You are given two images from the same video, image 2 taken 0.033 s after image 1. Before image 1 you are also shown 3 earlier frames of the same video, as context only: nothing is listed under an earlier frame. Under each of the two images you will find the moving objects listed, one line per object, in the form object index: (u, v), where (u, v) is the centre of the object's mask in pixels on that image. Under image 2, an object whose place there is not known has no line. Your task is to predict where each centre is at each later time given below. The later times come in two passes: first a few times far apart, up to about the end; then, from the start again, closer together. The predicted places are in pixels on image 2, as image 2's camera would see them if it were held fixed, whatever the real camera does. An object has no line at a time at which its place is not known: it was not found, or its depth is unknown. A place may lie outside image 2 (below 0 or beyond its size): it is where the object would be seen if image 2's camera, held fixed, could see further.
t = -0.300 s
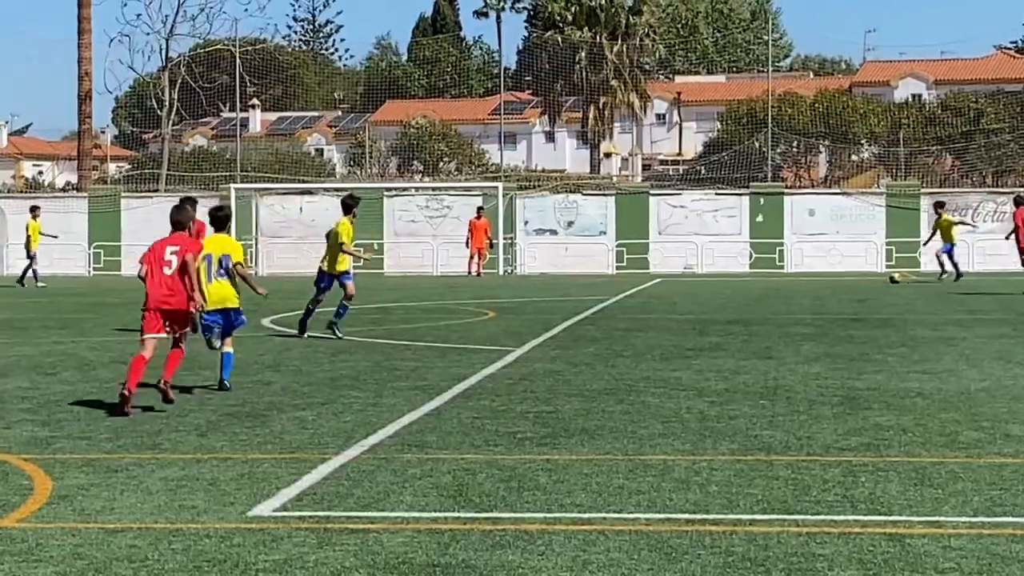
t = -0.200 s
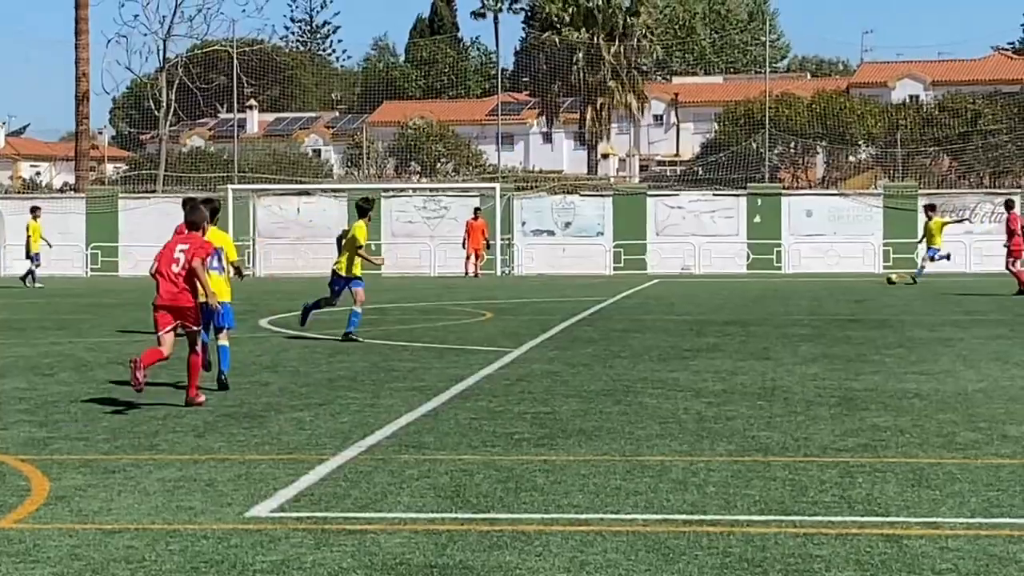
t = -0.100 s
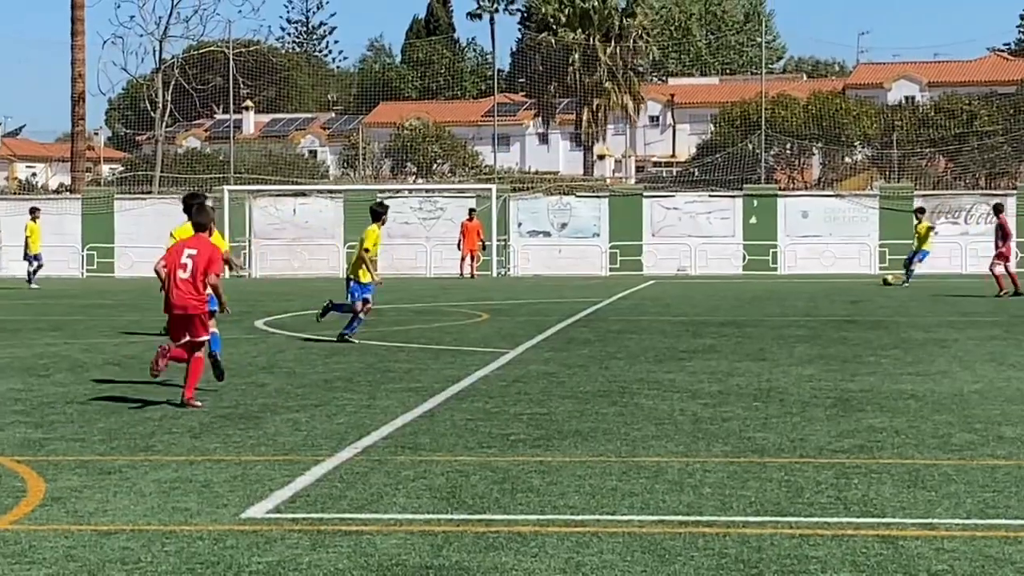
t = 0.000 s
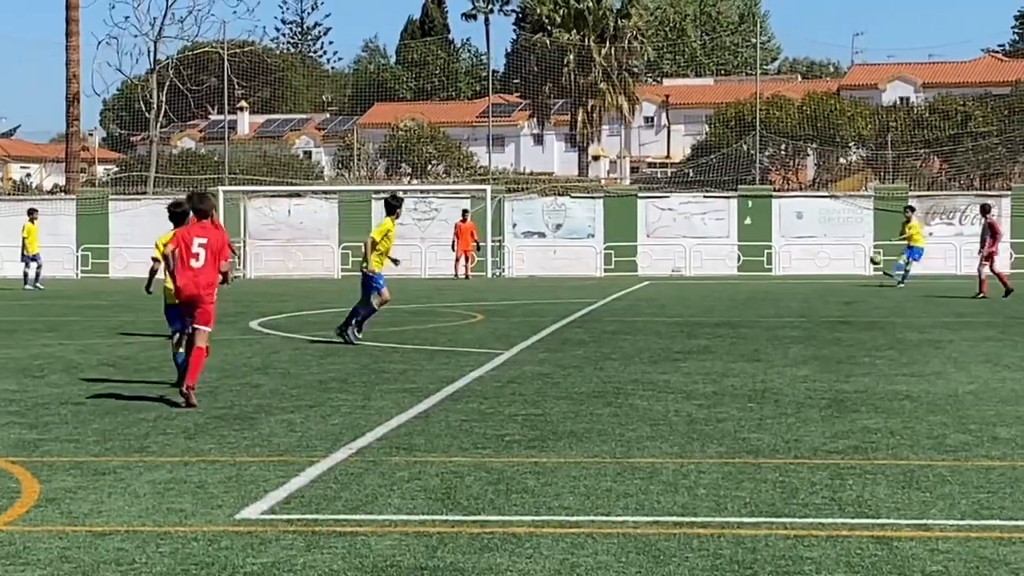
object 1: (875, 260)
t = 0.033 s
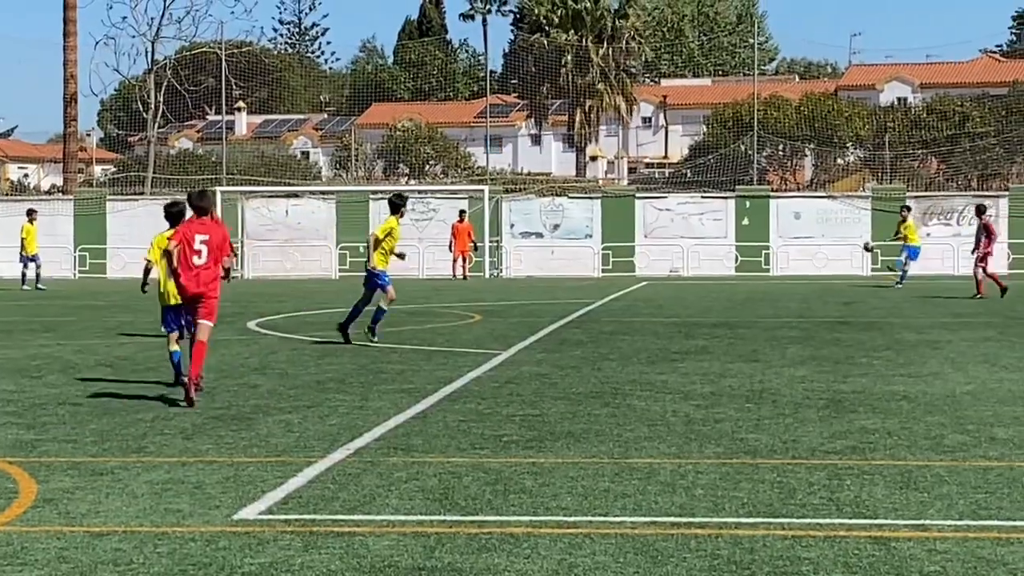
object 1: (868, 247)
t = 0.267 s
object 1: (845, 158)
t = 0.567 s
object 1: (823, 75)
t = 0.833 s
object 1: (813, 41)
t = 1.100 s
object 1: (811, 53)
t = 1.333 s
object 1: (819, 112)
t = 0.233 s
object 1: (846, 170)
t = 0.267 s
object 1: (845, 158)
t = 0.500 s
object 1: (826, 90)
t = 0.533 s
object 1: (824, 83)
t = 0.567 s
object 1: (823, 75)
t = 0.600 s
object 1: (823, 68)
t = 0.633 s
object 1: (822, 62)
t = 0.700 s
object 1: (817, 53)
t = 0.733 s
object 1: (816, 49)
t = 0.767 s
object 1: (815, 46)
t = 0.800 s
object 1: (814, 43)
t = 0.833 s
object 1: (813, 41)
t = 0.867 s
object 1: (812, 40)
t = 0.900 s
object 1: (812, 39)
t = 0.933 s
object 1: (812, 40)
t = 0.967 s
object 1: (812, 40)
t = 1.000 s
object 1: (811, 43)
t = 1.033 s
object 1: (811, 45)
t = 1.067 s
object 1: (811, 49)
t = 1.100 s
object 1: (811, 53)
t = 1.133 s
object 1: (813, 58)
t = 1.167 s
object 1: (813, 65)
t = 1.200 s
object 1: (814, 72)
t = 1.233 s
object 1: (815, 81)
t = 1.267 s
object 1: (815, 91)
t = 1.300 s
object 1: (817, 100)
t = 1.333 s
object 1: (819, 112)
